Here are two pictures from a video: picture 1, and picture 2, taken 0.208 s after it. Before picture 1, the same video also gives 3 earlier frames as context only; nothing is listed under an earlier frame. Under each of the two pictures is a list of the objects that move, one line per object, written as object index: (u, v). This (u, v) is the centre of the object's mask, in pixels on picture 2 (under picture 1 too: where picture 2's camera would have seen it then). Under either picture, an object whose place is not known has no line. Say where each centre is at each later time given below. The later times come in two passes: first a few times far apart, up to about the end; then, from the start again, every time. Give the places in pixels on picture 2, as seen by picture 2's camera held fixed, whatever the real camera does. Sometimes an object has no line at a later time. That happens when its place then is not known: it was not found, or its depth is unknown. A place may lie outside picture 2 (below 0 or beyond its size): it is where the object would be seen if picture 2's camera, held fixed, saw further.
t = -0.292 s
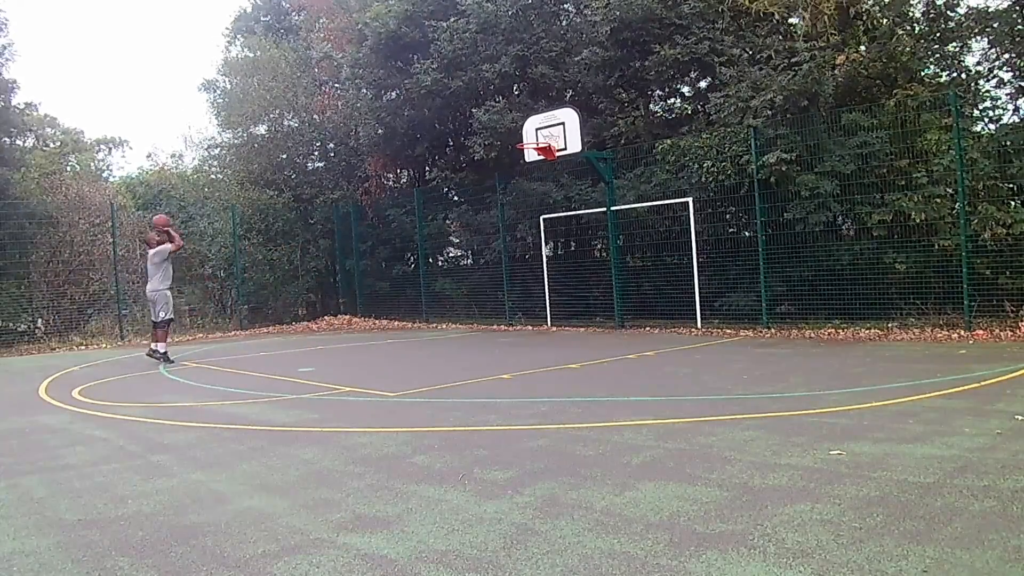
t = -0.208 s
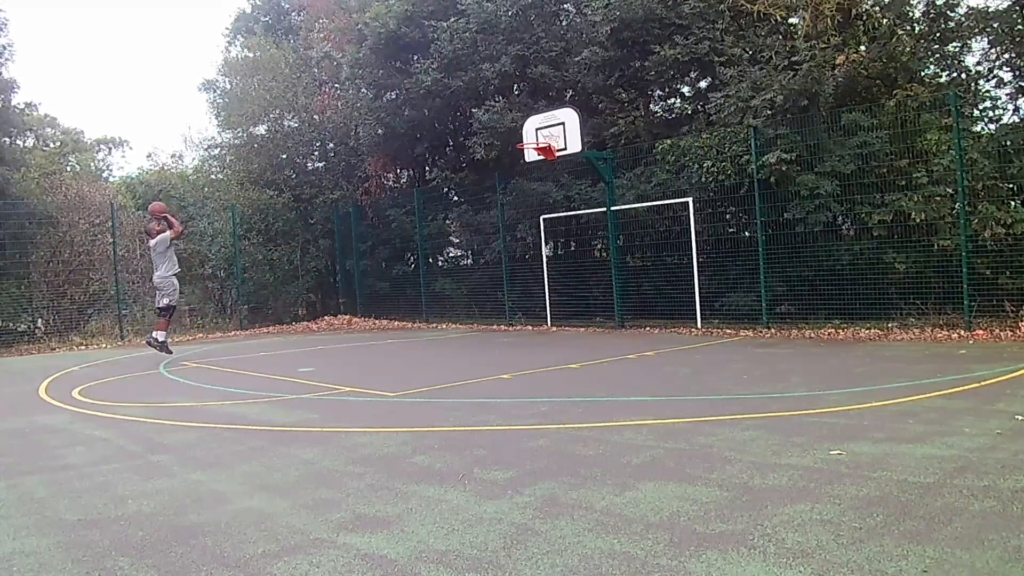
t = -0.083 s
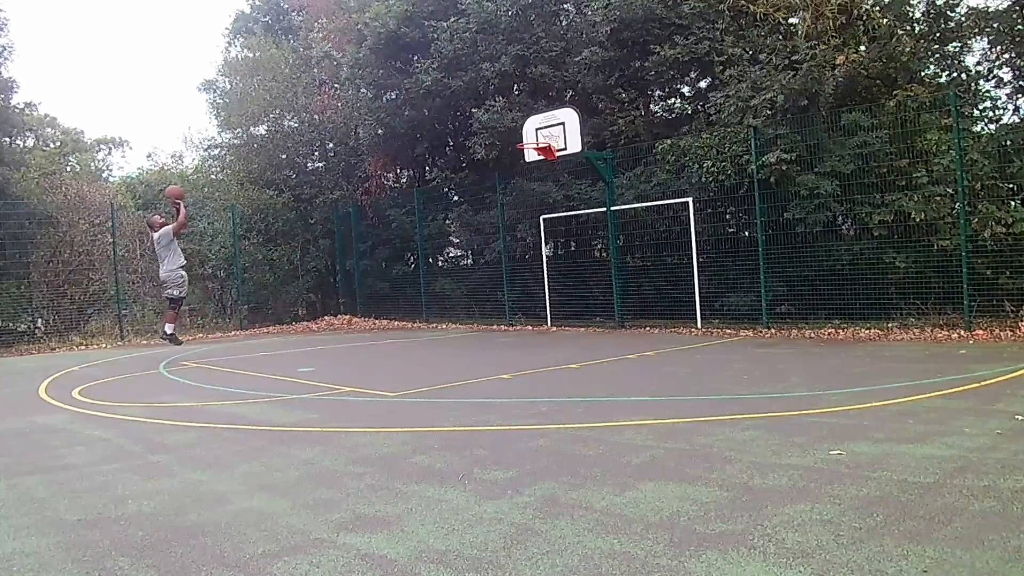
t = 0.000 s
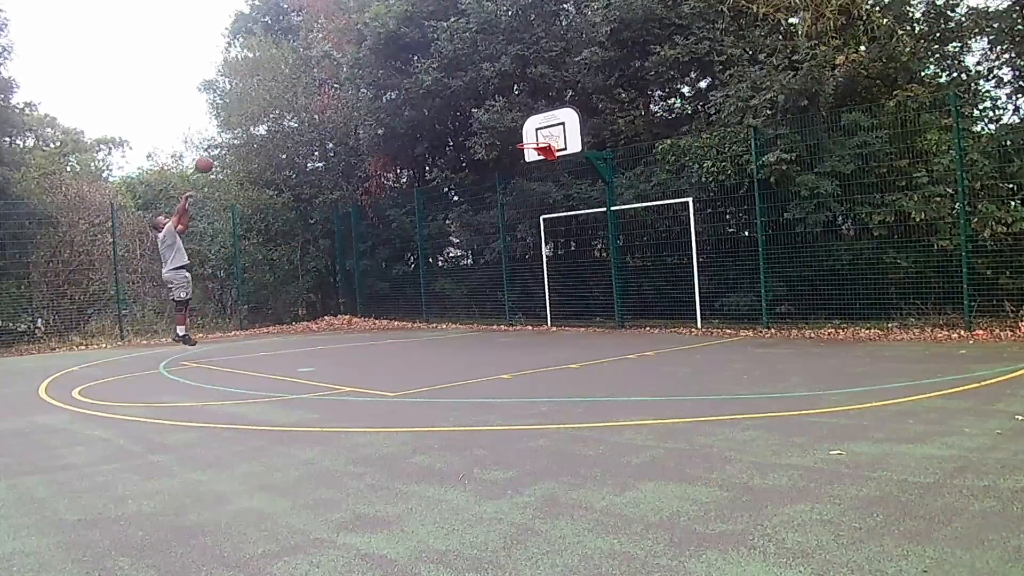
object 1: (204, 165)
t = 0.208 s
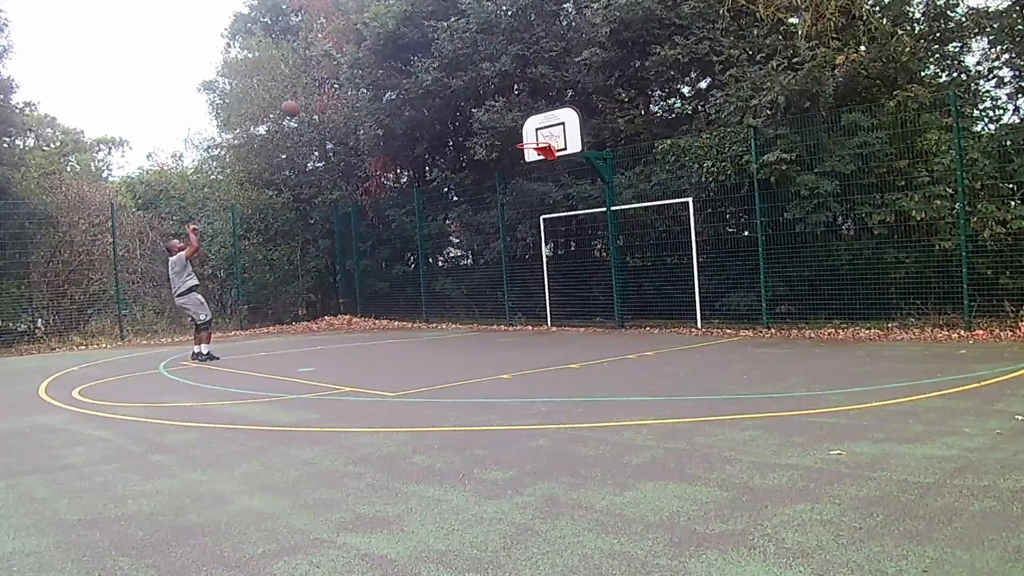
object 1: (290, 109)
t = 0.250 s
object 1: (303, 102)
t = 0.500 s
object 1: (406, 84)
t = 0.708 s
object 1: (488, 104)
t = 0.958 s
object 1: (549, 120)
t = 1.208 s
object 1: (540, 96)
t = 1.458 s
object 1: (533, 109)
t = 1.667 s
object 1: (529, 153)
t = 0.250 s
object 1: (303, 102)
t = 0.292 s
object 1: (323, 96)
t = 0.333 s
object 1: (341, 90)
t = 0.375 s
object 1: (362, 87)
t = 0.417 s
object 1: (374, 85)
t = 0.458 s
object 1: (393, 84)
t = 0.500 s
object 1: (406, 84)
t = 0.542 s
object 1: (426, 87)
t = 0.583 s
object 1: (438, 88)
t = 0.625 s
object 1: (457, 93)
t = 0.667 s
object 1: (470, 97)
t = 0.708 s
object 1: (488, 104)
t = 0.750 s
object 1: (501, 110)
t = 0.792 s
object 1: (520, 119)
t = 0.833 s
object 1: (531, 127)
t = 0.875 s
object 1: (549, 137)
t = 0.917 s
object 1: (552, 130)
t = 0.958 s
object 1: (549, 120)
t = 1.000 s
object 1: (548, 114)
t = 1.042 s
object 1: (546, 107)
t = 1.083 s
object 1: (545, 104)
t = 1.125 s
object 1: (543, 99)
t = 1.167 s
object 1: (542, 97)
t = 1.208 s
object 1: (540, 96)
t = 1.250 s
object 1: (539, 95)
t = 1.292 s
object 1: (538, 96)
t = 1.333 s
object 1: (537, 97)
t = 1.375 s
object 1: (535, 100)
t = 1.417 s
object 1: (534, 103)
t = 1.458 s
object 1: (533, 109)
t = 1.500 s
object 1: (532, 114)
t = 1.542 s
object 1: (531, 124)
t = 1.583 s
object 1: (530, 131)
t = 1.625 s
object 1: (528, 144)
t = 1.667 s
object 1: (529, 153)
